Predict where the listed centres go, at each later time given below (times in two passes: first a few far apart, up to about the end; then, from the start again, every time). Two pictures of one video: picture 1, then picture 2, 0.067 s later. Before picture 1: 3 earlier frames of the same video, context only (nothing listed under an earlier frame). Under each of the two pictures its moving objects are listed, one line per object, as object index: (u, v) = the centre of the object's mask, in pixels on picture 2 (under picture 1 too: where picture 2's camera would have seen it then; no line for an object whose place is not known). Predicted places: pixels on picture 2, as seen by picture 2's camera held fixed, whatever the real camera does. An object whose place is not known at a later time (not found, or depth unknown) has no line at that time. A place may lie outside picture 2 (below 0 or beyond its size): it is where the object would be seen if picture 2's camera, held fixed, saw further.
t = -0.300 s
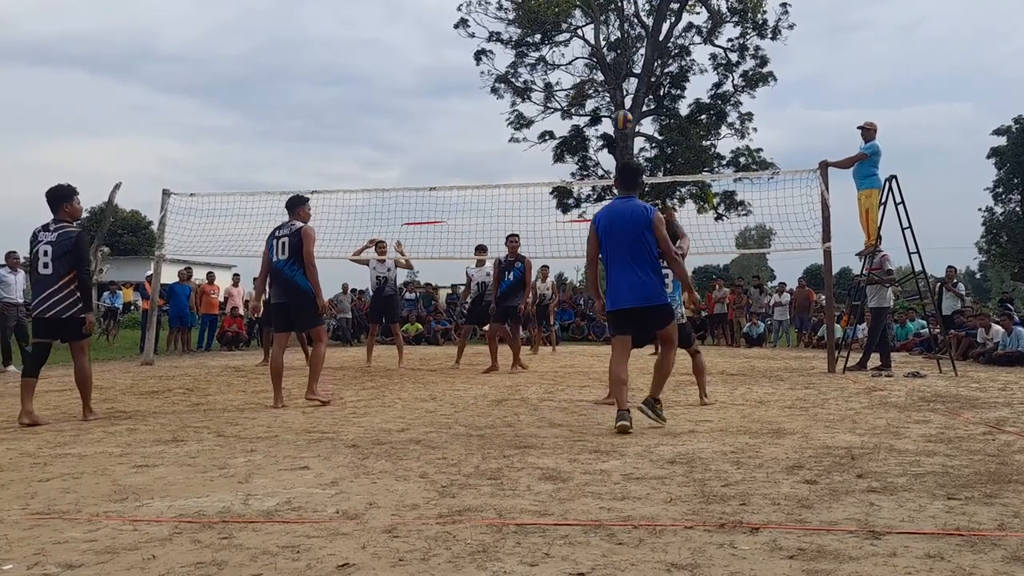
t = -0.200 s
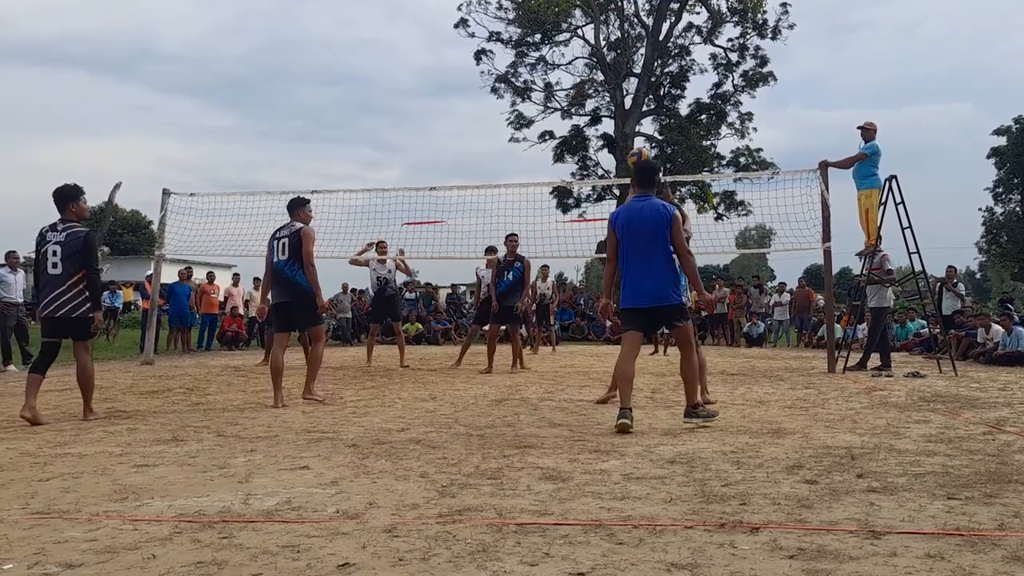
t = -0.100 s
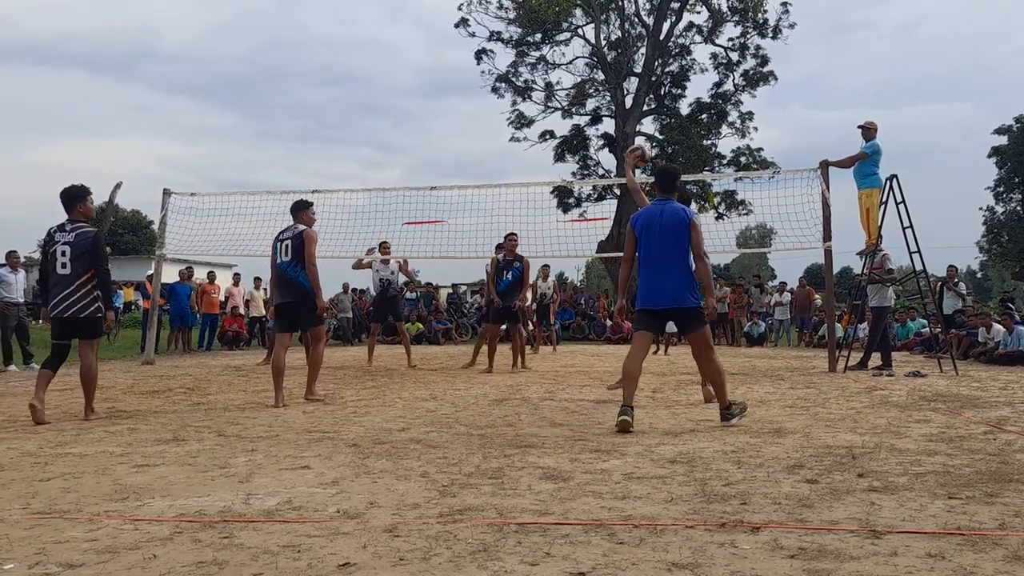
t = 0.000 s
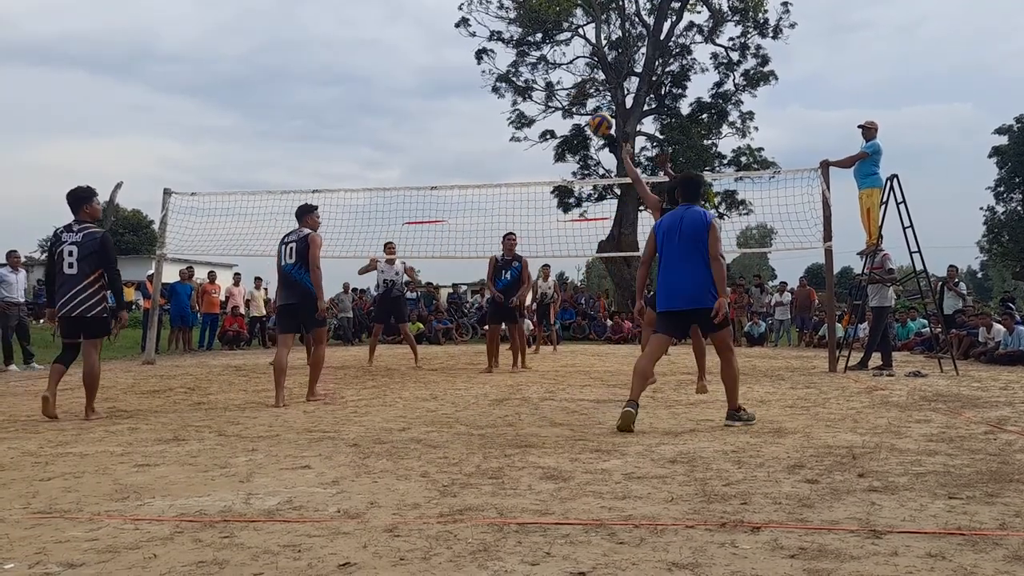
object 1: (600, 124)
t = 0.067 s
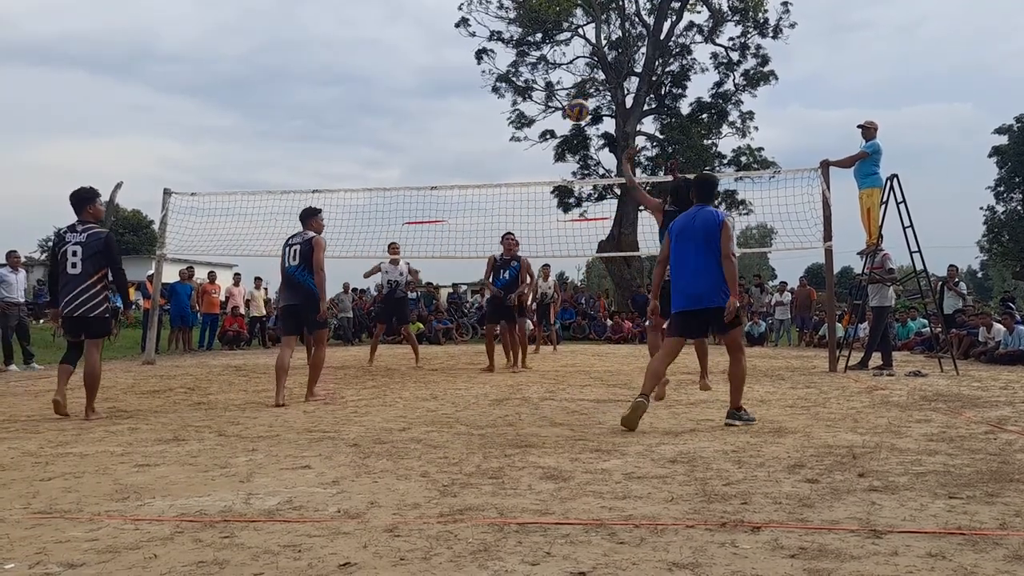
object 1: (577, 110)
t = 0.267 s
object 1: (515, 100)
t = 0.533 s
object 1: (448, 143)
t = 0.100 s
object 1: (567, 106)
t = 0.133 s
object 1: (555, 102)
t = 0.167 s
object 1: (545, 100)
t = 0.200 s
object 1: (535, 99)
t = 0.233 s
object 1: (525, 99)
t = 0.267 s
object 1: (515, 100)
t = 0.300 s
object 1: (506, 103)
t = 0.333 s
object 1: (497, 106)
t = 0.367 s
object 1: (489, 110)
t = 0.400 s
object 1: (480, 115)
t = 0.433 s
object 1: (472, 121)
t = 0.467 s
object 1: (464, 127)
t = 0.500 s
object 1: (456, 135)
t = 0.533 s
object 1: (448, 143)
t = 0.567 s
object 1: (440, 153)
